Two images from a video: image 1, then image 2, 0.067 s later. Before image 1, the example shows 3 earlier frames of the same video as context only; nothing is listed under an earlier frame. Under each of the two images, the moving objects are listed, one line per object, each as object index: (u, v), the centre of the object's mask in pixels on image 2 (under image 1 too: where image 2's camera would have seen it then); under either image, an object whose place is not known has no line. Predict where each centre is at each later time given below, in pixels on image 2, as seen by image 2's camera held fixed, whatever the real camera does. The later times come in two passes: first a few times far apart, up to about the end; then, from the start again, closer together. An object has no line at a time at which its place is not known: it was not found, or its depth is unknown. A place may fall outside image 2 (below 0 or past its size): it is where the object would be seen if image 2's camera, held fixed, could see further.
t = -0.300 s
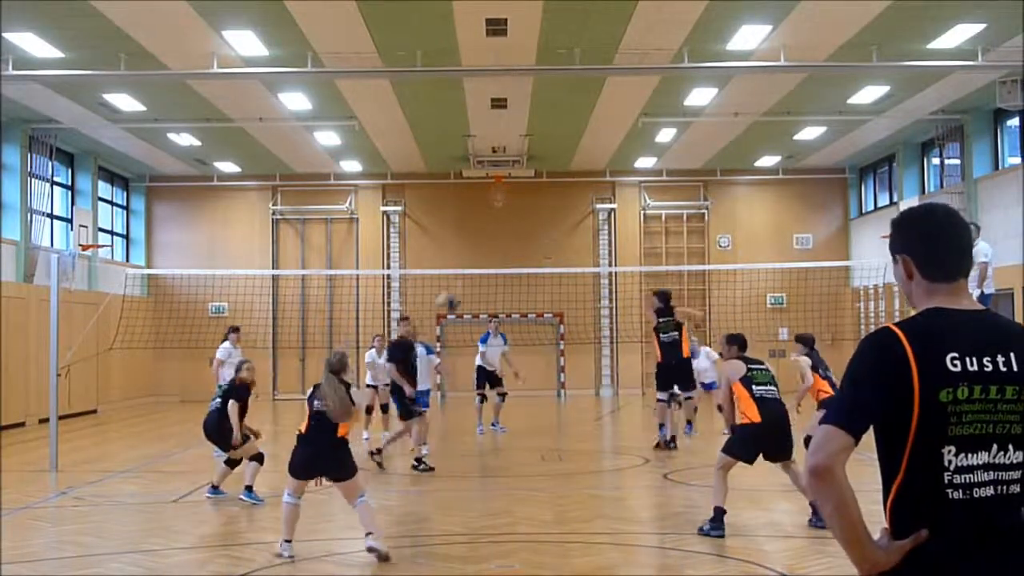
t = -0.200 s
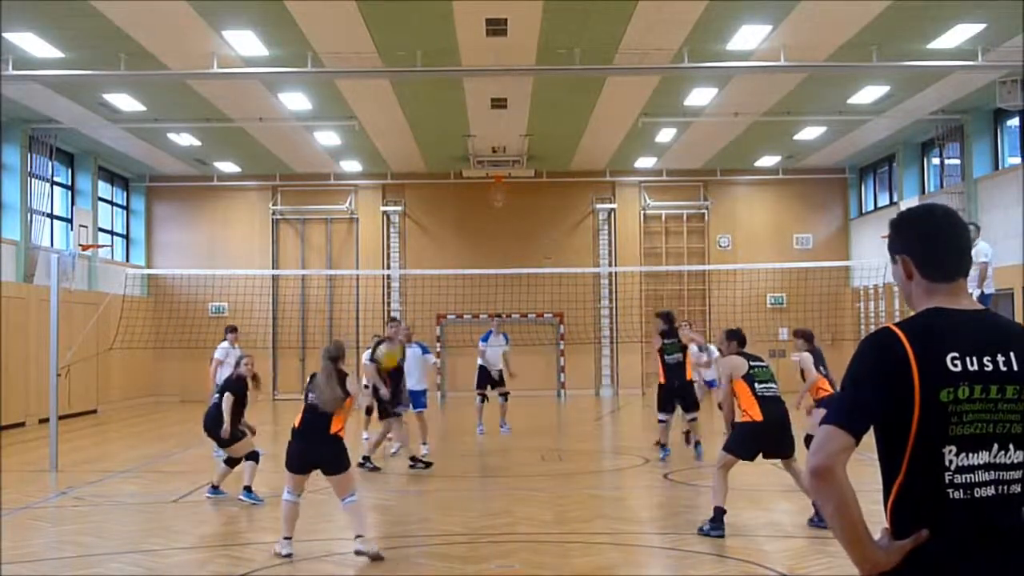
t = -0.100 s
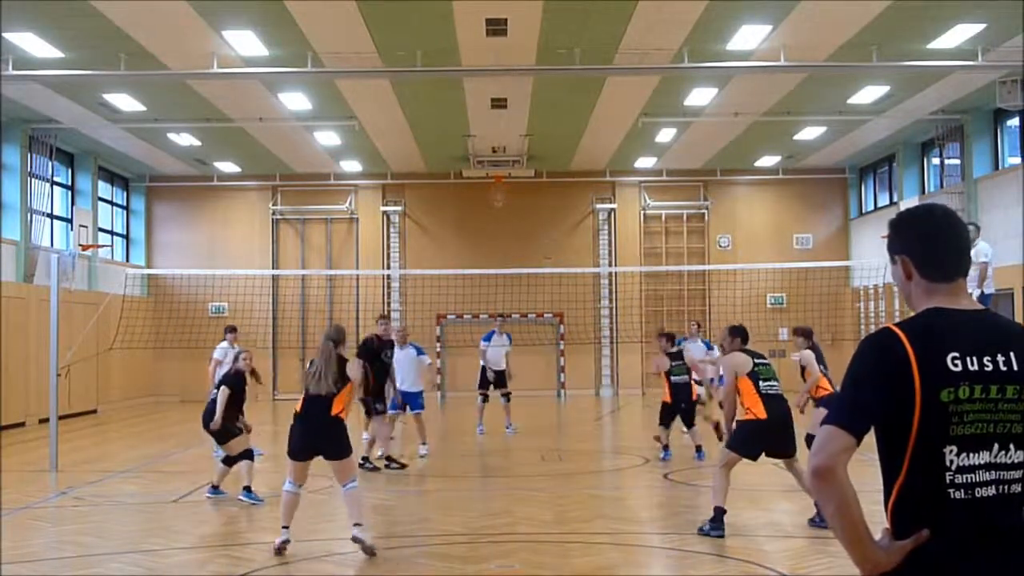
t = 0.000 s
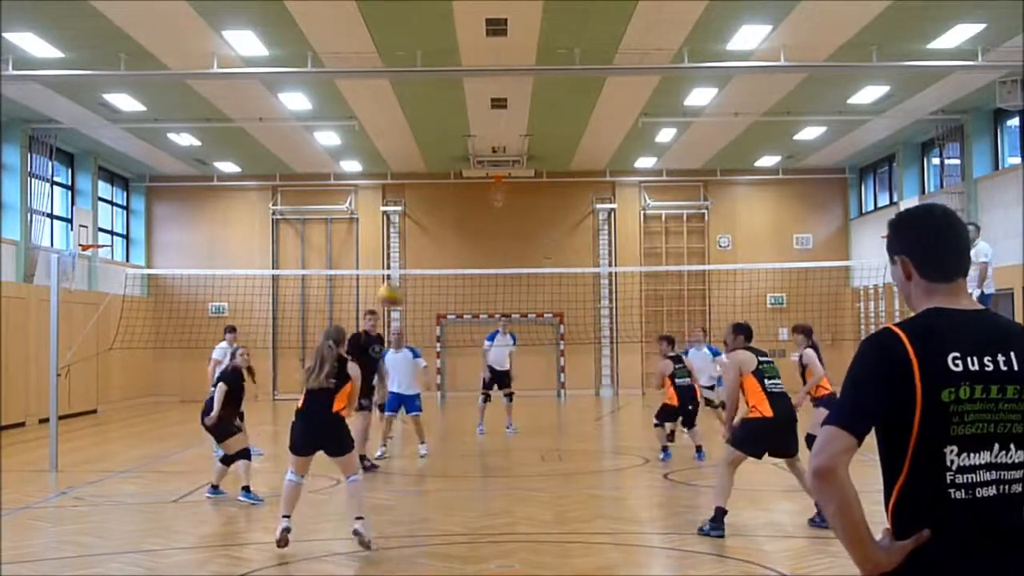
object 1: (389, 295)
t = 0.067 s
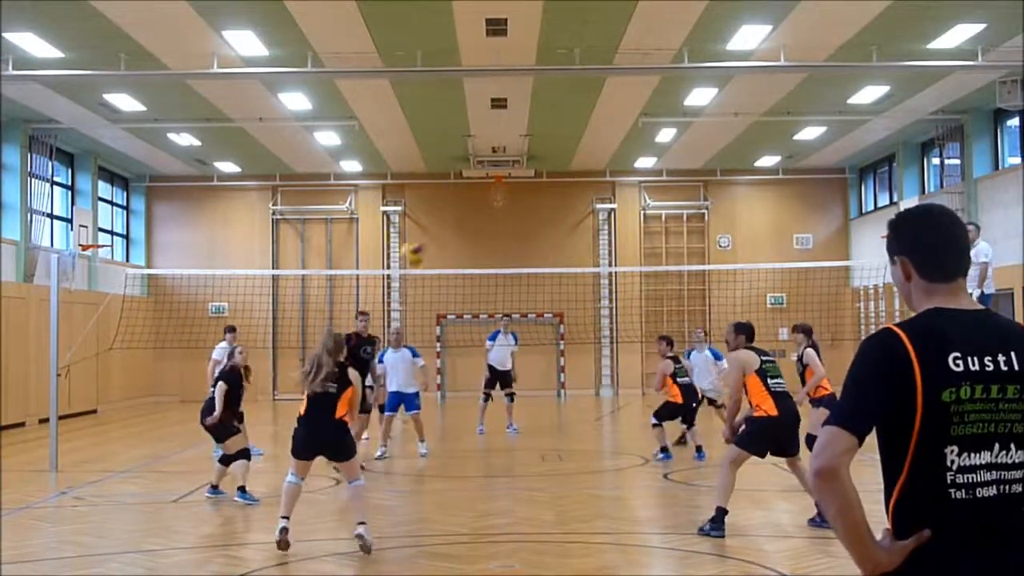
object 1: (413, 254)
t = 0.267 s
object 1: (469, 167)
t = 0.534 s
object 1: (535, 132)
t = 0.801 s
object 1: (585, 169)
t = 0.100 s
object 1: (423, 229)
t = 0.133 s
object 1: (433, 216)
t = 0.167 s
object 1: (442, 201)
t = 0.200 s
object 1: (450, 190)
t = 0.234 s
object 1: (459, 178)
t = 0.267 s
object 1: (469, 167)
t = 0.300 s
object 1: (478, 157)
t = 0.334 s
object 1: (486, 150)
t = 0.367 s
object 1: (496, 144)
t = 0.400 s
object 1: (503, 142)
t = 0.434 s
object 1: (512, 138)
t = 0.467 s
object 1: (520, 136)
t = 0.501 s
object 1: (528, 135)
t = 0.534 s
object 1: (535, 132)
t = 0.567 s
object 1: (542, 135)
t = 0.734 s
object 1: (570, 155)
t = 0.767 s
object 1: (577, 162)
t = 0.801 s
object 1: (585, 169)
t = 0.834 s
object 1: (593, 174)
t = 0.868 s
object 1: (596, 186)
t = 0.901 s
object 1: (606, 195)
